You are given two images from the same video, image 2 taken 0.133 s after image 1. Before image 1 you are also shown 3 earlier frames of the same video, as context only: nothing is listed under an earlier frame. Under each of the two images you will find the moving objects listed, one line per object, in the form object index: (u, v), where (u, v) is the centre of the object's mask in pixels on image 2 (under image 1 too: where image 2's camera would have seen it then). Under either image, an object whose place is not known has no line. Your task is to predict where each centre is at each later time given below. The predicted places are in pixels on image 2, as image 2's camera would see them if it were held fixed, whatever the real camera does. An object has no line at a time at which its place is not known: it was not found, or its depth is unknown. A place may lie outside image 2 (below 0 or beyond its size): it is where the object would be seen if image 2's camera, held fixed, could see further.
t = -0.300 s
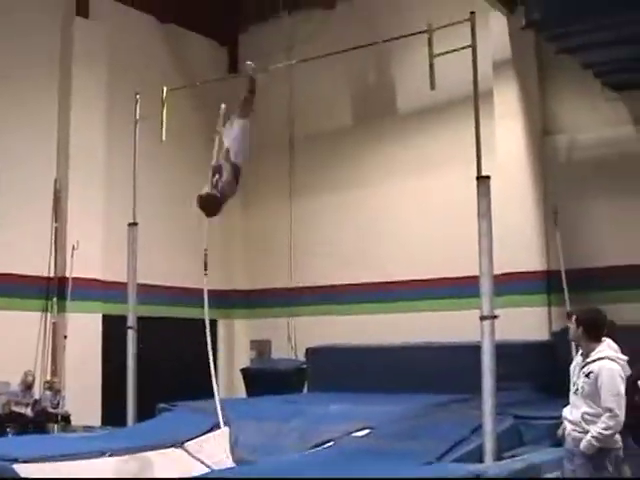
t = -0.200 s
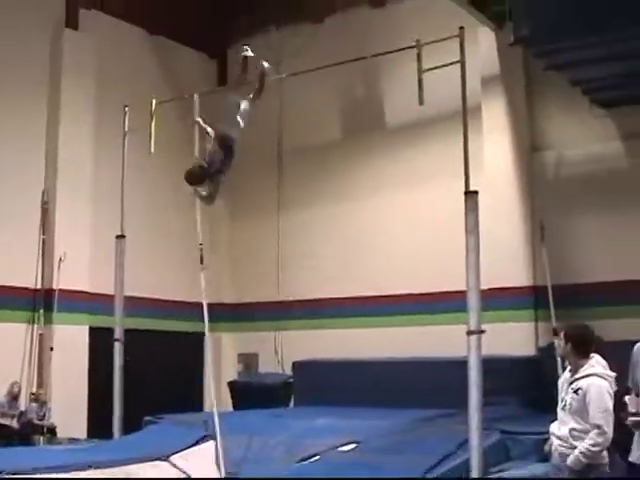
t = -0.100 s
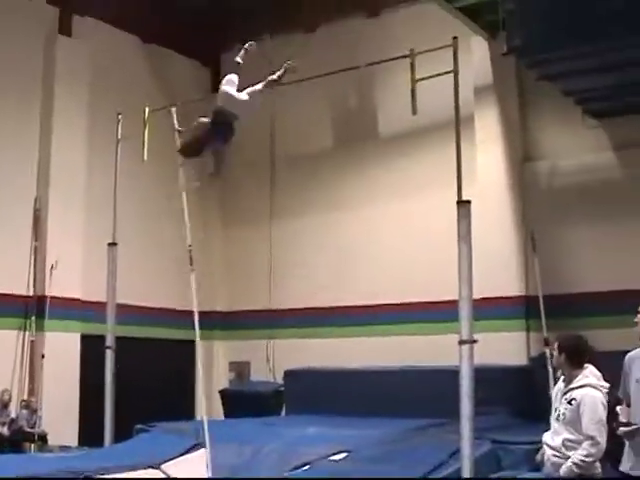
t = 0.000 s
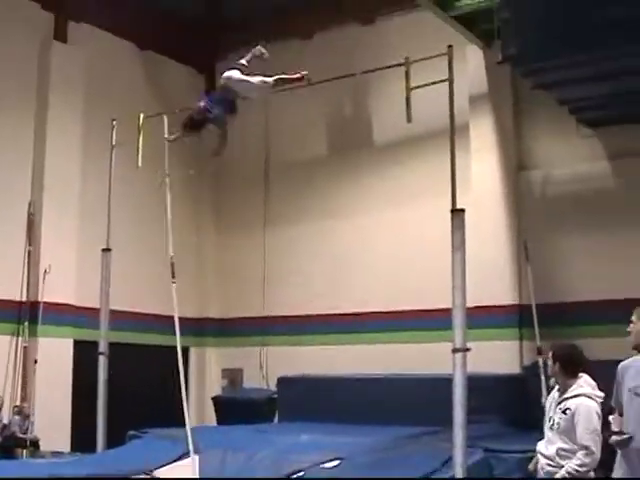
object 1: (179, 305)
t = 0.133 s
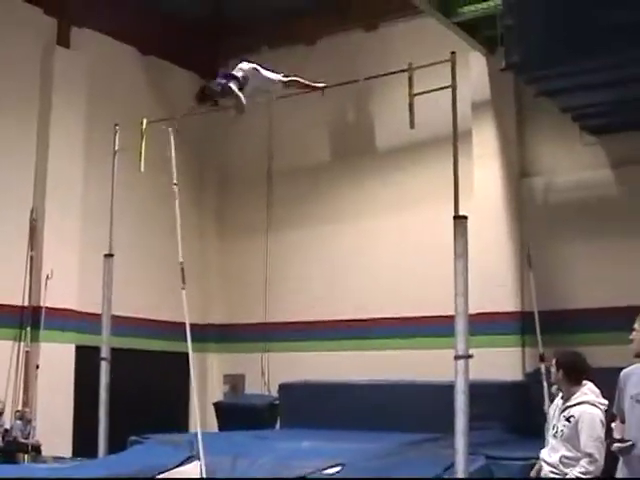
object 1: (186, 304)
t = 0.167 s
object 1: (187, 301)
